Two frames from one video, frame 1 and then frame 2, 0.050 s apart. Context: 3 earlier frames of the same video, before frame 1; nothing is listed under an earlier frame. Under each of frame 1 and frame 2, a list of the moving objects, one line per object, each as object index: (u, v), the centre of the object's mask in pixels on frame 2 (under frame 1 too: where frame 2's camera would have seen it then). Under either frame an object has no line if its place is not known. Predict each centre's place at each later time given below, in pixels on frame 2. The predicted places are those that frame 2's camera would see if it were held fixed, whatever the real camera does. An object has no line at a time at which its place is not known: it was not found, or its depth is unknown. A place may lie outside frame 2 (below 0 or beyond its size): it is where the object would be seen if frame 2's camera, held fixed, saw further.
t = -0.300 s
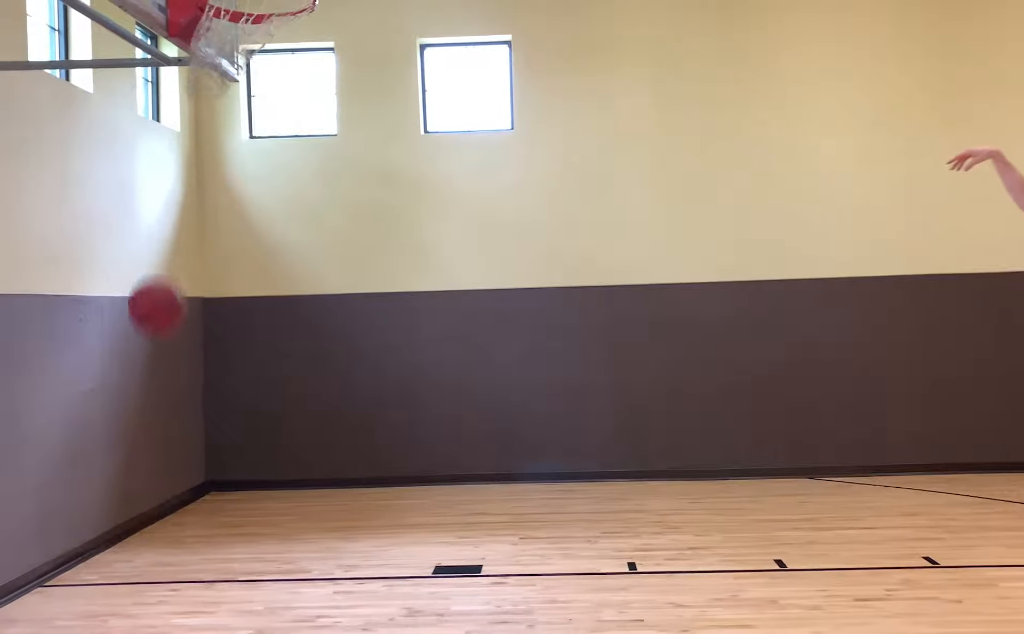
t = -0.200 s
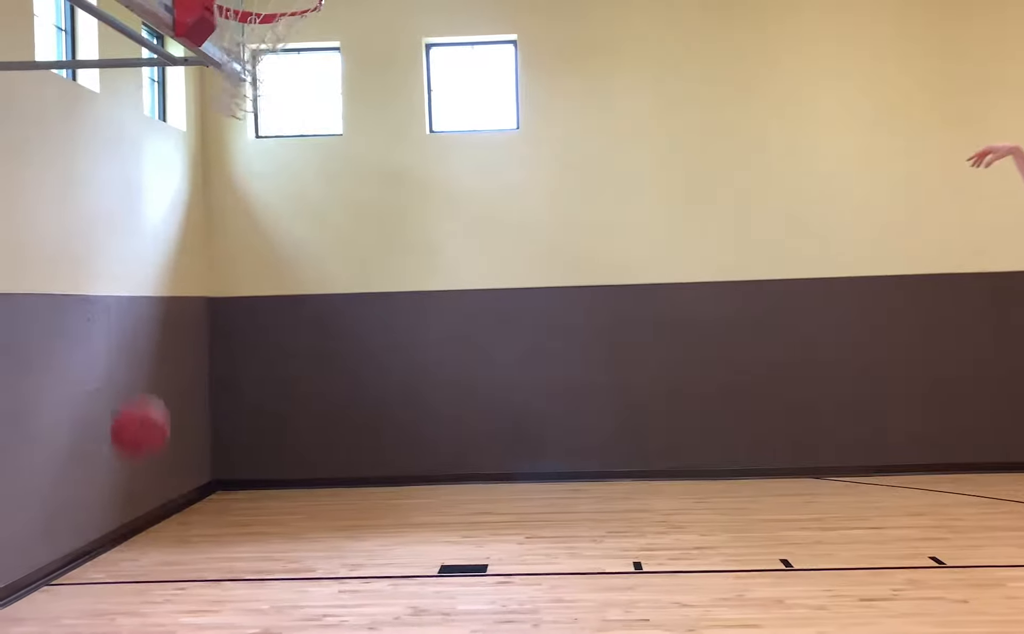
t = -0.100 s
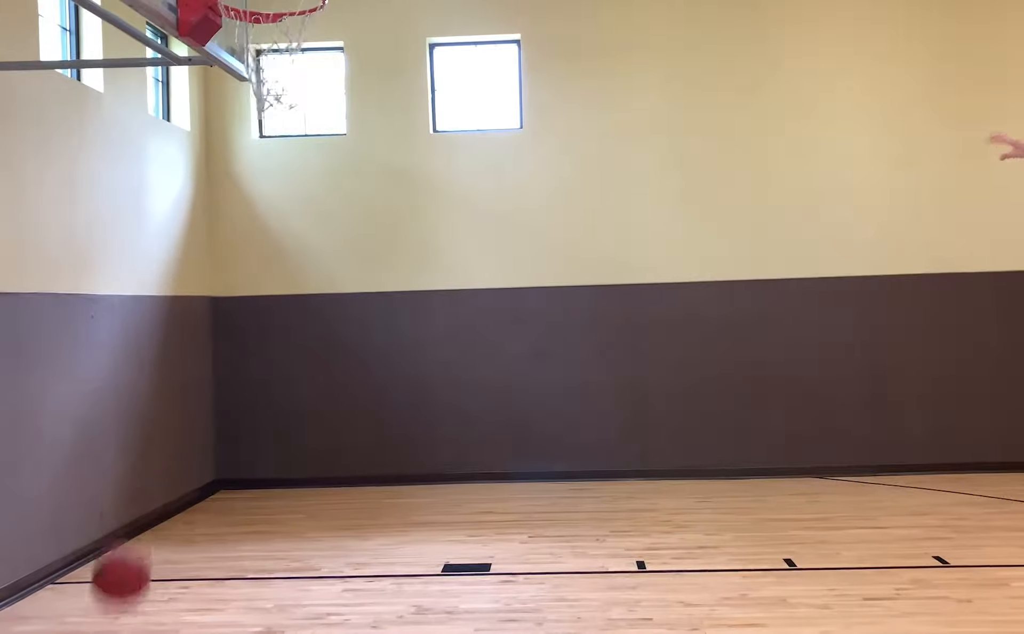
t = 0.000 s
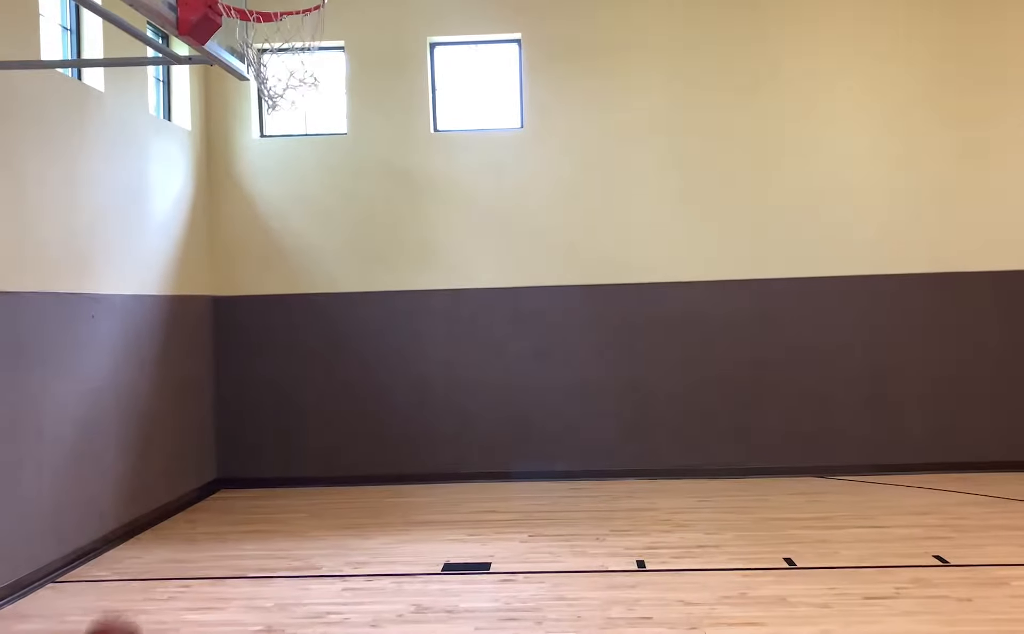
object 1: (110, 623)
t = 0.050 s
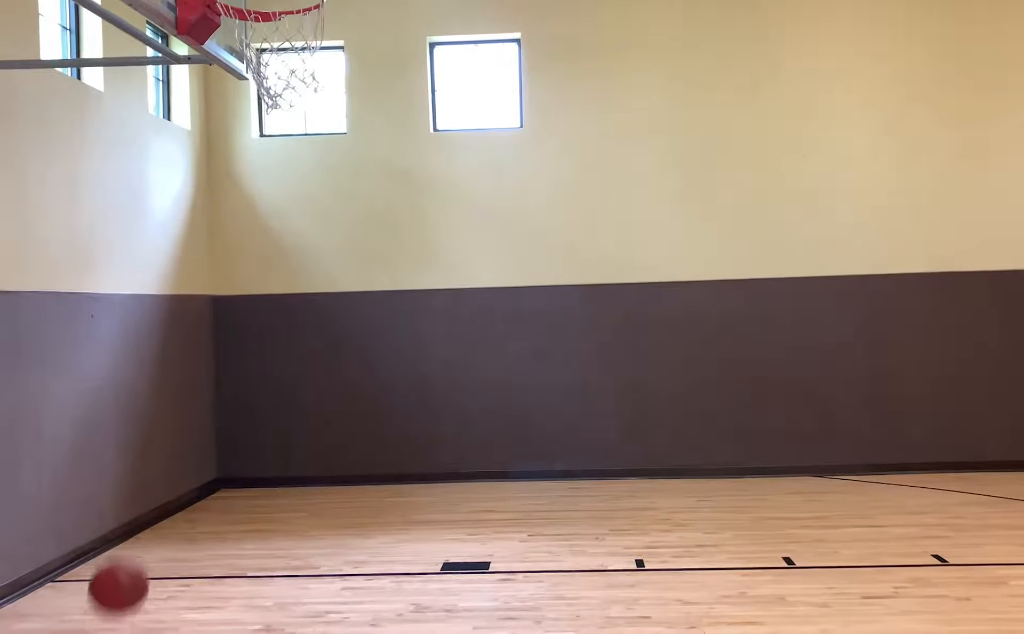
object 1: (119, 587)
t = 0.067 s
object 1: (121, 567)
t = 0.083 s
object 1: (125, 547)
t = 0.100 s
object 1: (127, 530)
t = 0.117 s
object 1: (130, 515)
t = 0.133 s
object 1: (133, 501)
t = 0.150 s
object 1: (136, 484)
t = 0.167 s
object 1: (139, 471)
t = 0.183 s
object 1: (142, 456)
